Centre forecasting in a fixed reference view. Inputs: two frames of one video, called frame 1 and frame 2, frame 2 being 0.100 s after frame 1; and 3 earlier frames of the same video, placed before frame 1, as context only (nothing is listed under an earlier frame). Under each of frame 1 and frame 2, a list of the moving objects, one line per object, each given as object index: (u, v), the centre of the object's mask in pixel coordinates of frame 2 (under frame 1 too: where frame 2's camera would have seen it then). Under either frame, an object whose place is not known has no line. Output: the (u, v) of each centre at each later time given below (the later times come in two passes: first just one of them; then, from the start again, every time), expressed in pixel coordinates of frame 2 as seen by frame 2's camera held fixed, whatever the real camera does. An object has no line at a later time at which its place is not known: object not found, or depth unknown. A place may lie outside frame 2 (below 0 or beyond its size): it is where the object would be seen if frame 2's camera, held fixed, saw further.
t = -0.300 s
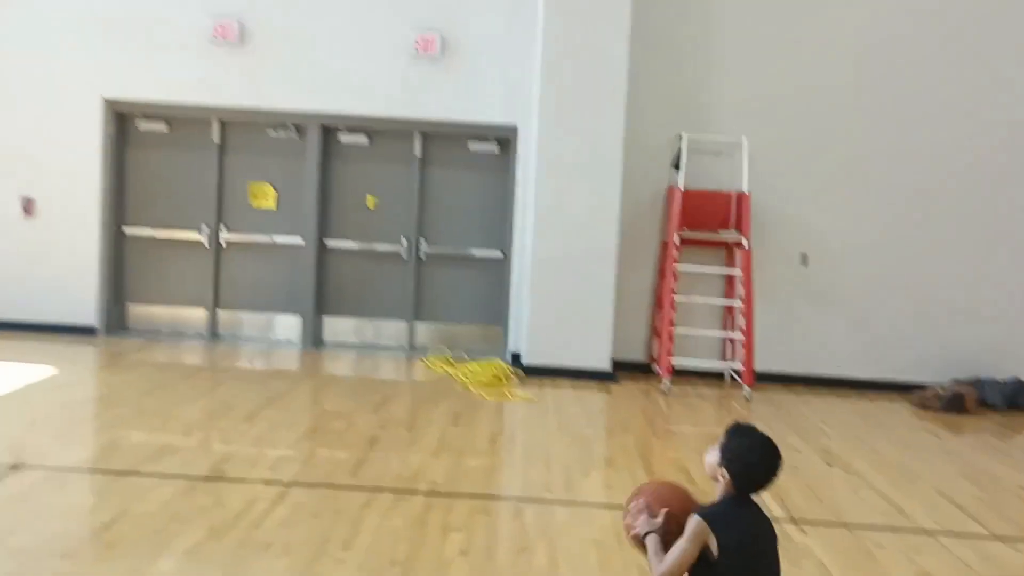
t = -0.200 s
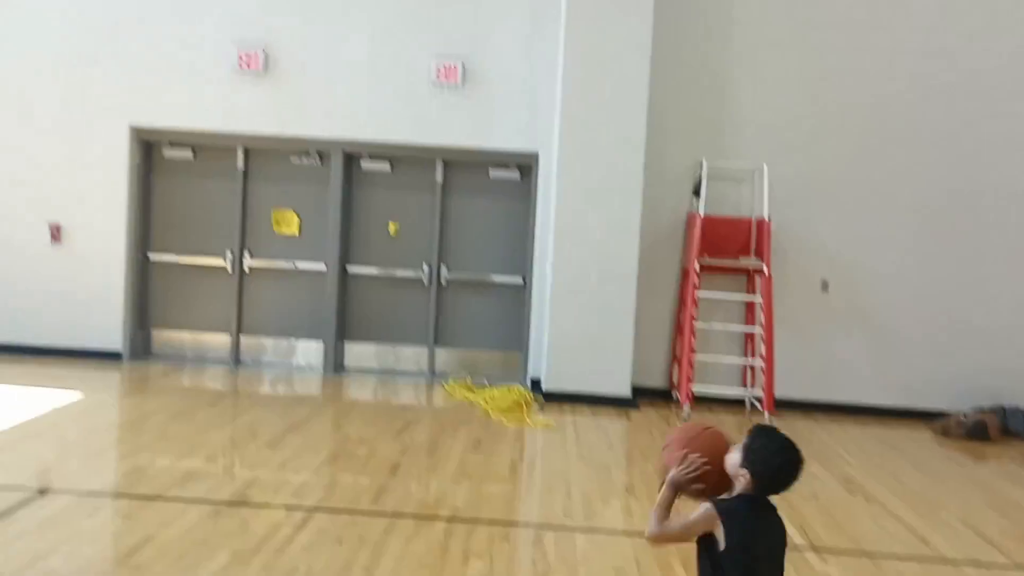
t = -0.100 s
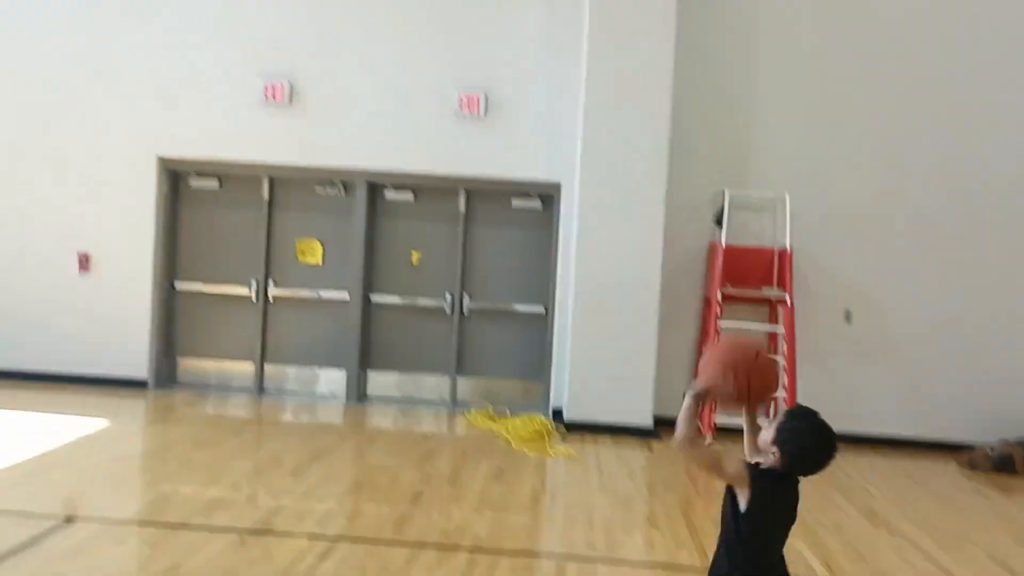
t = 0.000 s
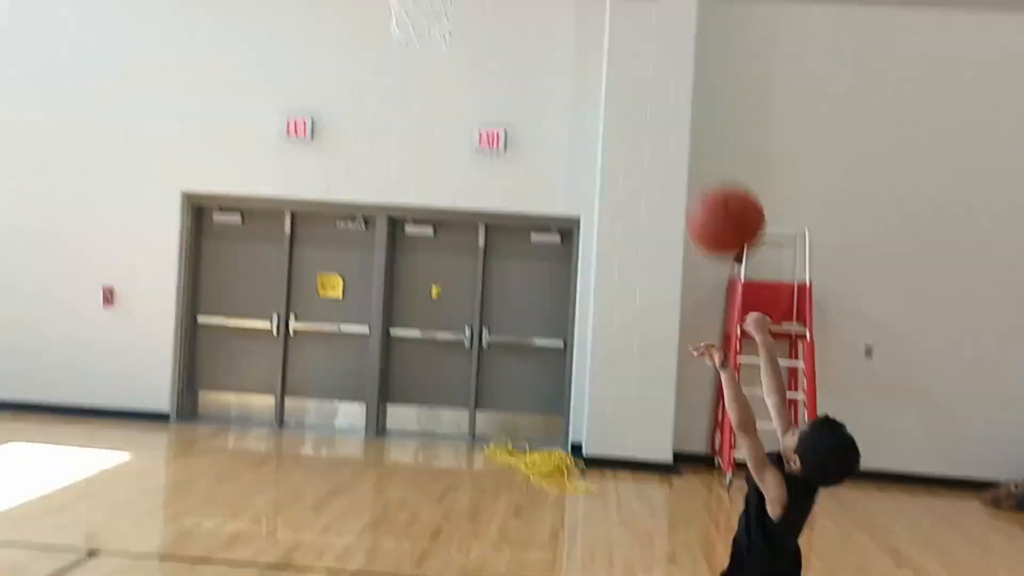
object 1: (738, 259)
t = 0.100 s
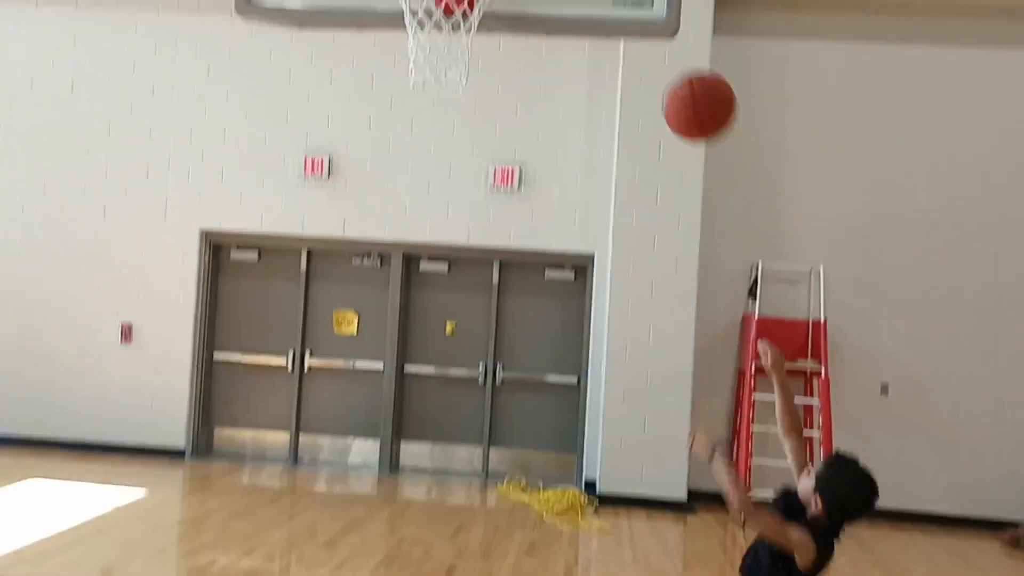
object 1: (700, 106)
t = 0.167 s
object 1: (673, 22)
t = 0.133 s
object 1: (687, 63)
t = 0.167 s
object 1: (673, 22)
